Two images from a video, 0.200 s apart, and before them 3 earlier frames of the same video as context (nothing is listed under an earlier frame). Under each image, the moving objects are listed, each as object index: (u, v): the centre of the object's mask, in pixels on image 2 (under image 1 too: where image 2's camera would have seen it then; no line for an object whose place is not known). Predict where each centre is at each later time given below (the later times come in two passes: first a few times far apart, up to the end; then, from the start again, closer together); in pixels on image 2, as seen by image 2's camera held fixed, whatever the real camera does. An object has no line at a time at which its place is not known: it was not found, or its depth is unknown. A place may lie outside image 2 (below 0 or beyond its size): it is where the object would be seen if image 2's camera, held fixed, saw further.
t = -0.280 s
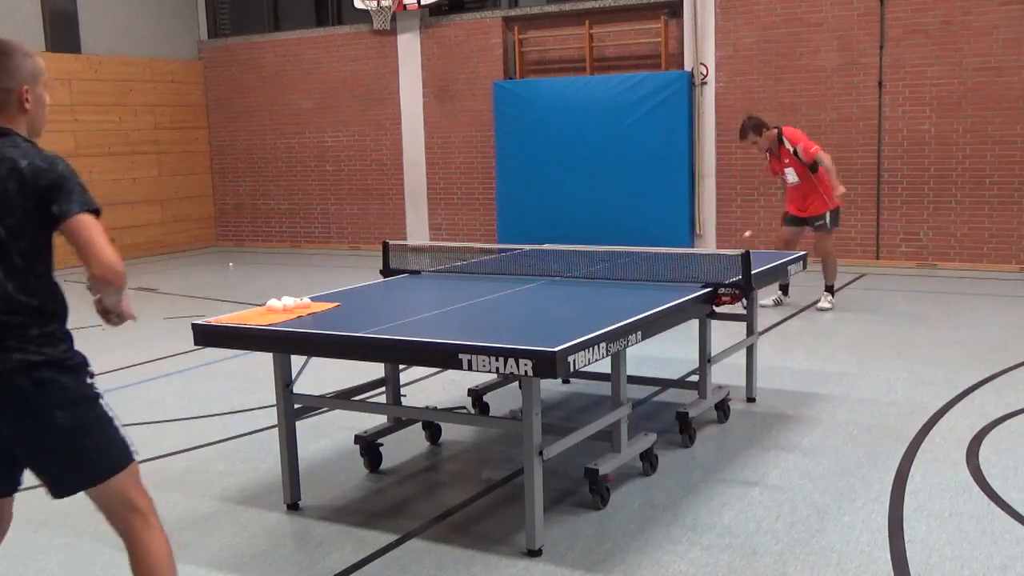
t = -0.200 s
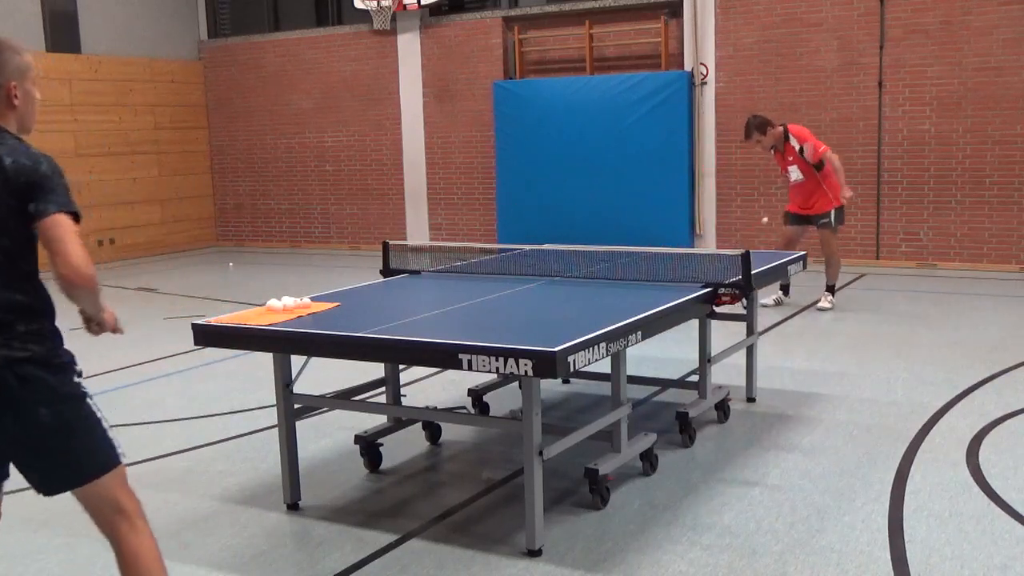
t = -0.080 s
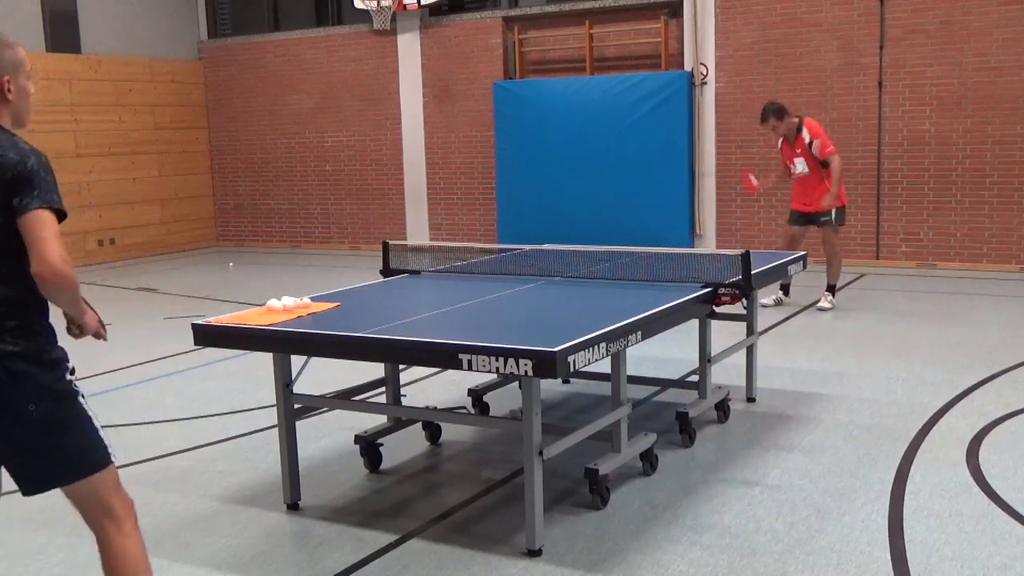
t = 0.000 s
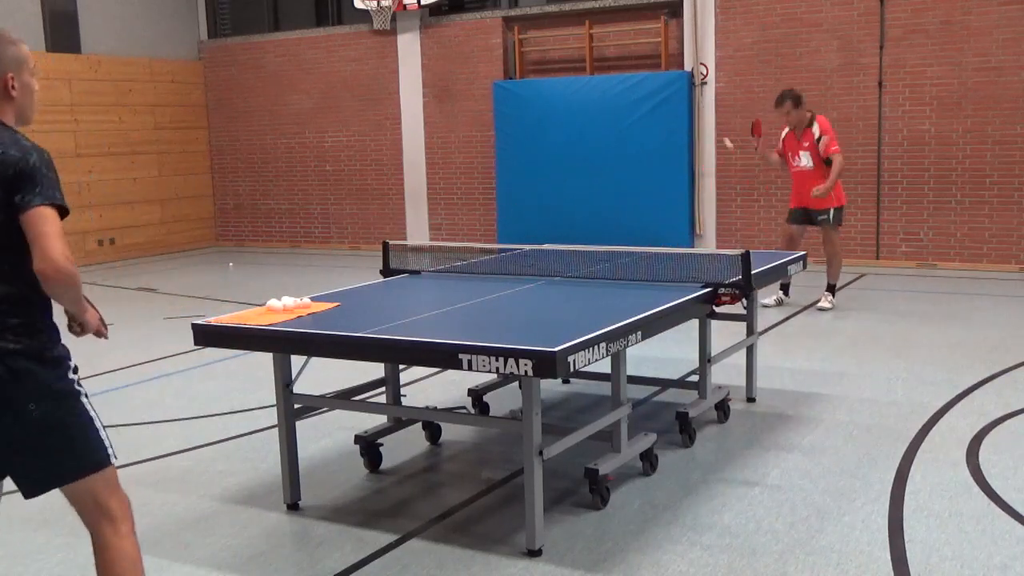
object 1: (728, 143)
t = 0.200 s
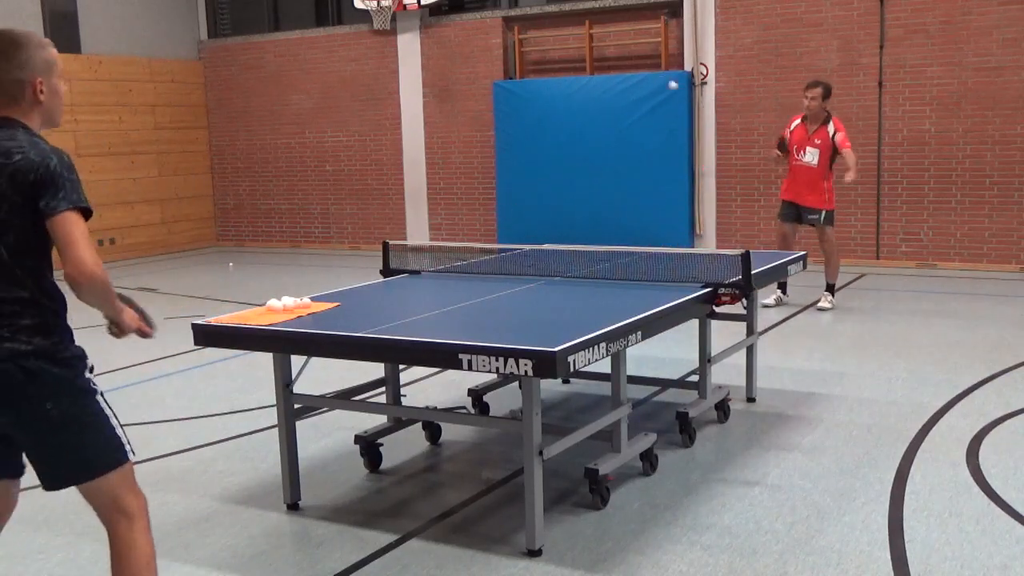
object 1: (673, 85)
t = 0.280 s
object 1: (653, 78)
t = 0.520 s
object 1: (603, 134)
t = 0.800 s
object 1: (587, 217)
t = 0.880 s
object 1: (599, 171)
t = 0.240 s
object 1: (663, 80)
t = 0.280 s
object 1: (653, 78)
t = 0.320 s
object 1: (644, 79)
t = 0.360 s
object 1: (635, 82)
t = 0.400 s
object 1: (627, 89)
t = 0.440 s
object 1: (618, 99)
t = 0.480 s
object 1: (611, 115)
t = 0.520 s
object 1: (603, 134)
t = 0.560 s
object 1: (597, 159)
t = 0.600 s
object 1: (590, 188)
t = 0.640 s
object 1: (584, 224)
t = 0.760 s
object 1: (581, 245)
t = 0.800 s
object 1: (587, 217)
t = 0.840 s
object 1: (592, 193)
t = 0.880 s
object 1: (599, 171)
